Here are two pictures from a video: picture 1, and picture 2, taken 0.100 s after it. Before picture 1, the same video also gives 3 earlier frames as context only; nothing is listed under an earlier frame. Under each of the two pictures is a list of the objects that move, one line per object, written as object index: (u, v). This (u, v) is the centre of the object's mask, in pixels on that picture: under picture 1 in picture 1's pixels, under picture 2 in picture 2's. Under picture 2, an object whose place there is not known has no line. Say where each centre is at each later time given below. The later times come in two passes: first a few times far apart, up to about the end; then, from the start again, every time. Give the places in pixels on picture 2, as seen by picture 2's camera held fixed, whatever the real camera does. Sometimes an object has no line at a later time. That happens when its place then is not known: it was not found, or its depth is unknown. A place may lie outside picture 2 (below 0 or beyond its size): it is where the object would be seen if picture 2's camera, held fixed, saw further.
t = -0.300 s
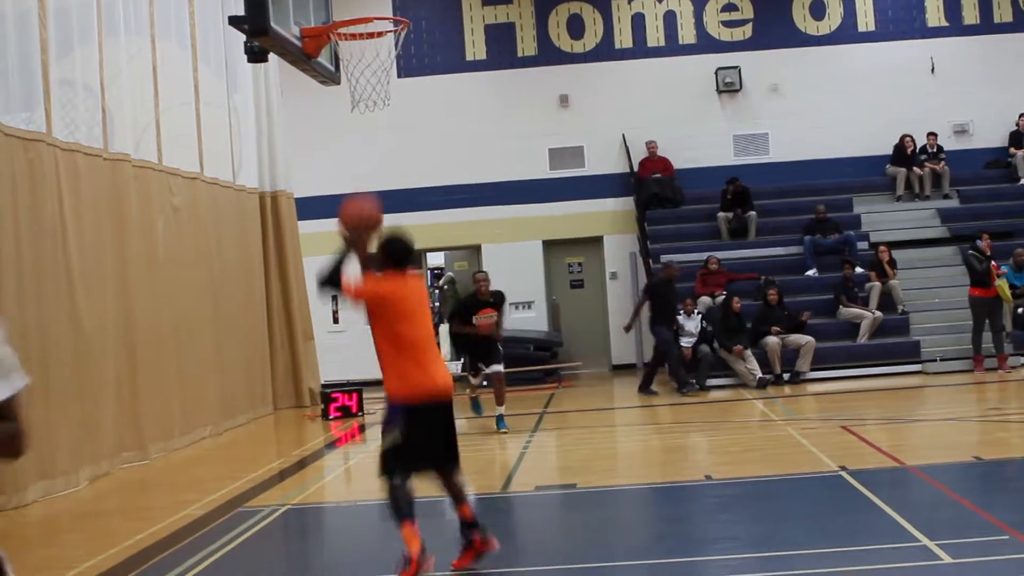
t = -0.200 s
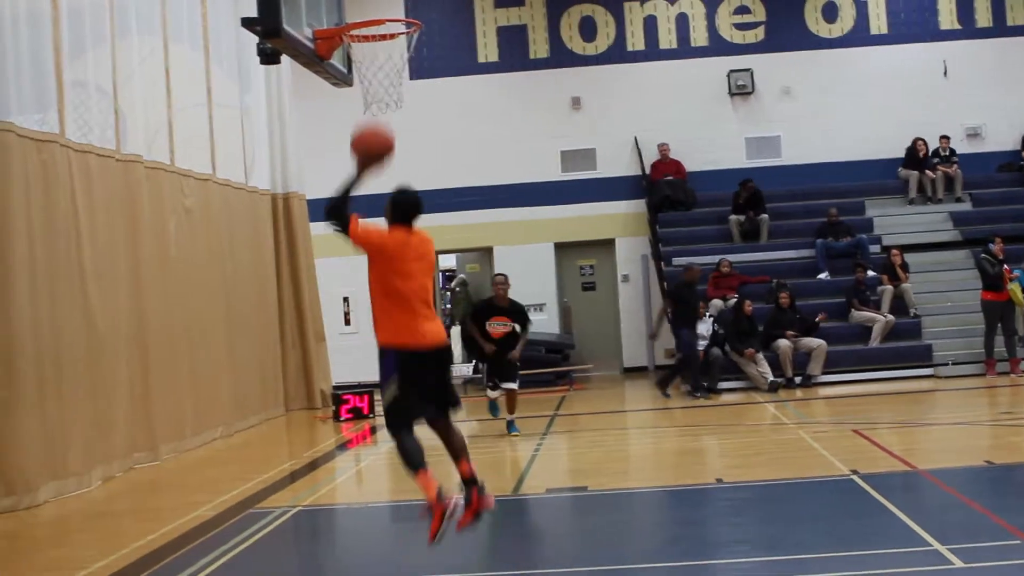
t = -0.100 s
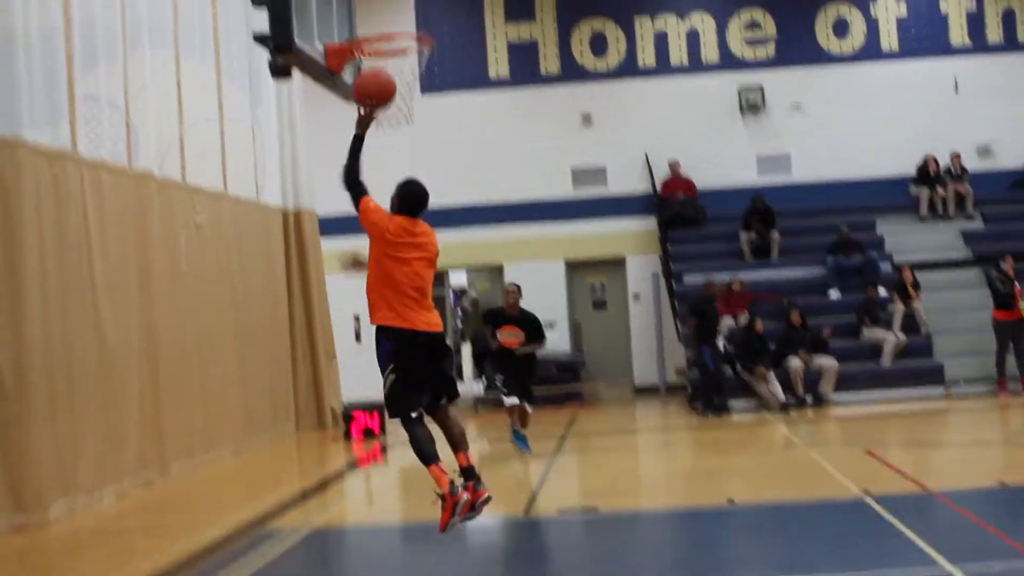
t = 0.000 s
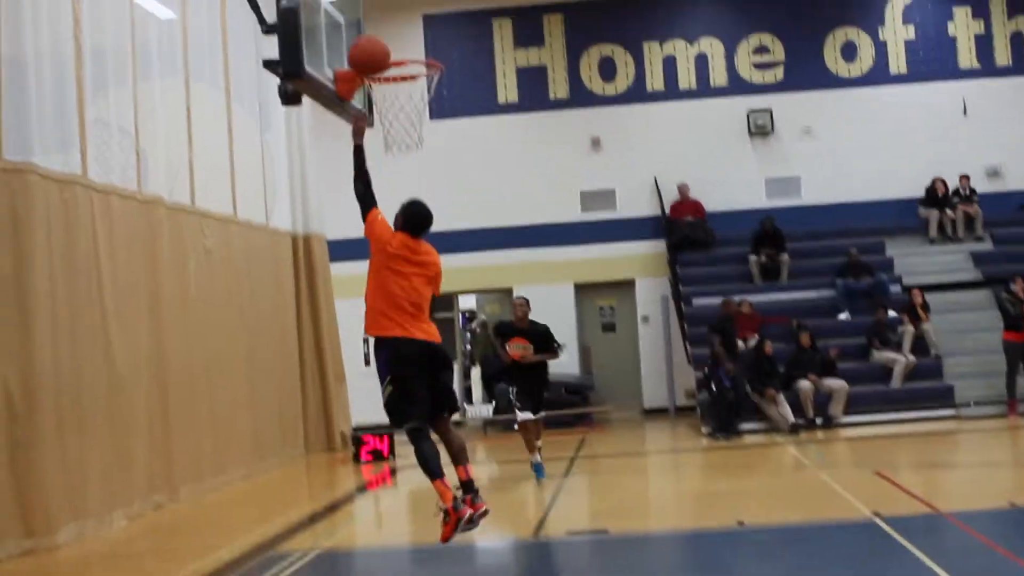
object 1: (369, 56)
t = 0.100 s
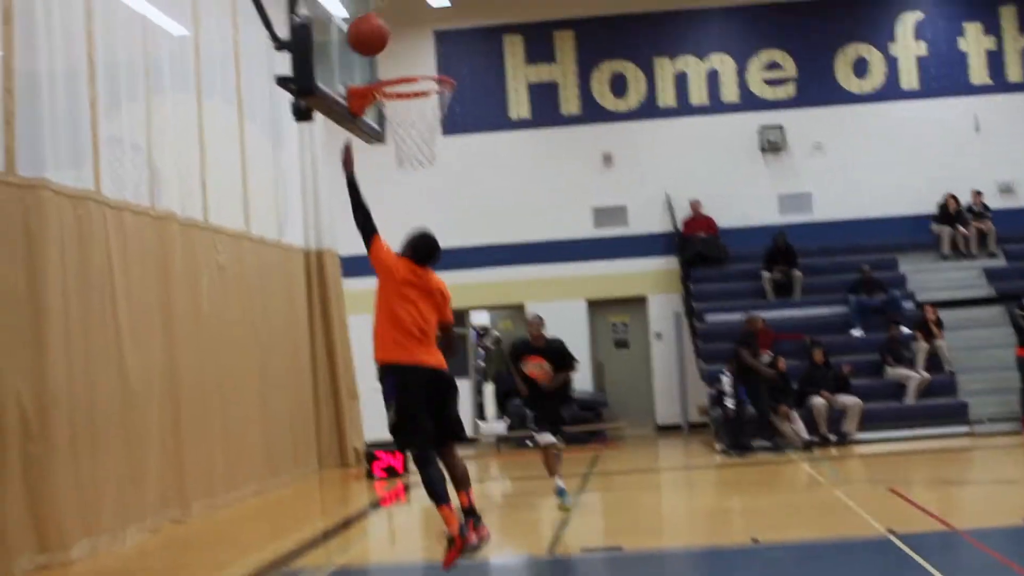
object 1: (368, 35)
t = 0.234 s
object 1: (357, 11)
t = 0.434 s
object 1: (391, 48)
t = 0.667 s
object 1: (431, 148)
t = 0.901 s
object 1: (458, 273)
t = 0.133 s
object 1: (364, 24)
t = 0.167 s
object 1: (359, 20)
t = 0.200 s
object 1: (354, 14)
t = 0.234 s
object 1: (357, 11)
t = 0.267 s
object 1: (362, 12)
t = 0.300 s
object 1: (366, 16)
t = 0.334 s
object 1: (372, 22)
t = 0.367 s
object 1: (377, 28)
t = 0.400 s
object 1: (382, 36)
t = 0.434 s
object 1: (391, 48)
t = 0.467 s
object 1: (398, 60)
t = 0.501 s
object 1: (406, 73)
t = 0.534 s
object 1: (413, 89)
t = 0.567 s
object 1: (420, 107)
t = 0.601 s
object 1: (426, 124)
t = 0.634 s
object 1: (430, 136)
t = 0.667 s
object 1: (431, 148)
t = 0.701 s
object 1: (432, 160)
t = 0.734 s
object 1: (436, 174)
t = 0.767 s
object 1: (445, 190)
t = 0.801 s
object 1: (449, 209)
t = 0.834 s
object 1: (453, 229)
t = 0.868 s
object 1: (466, 254)
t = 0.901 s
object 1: (458, 273)
